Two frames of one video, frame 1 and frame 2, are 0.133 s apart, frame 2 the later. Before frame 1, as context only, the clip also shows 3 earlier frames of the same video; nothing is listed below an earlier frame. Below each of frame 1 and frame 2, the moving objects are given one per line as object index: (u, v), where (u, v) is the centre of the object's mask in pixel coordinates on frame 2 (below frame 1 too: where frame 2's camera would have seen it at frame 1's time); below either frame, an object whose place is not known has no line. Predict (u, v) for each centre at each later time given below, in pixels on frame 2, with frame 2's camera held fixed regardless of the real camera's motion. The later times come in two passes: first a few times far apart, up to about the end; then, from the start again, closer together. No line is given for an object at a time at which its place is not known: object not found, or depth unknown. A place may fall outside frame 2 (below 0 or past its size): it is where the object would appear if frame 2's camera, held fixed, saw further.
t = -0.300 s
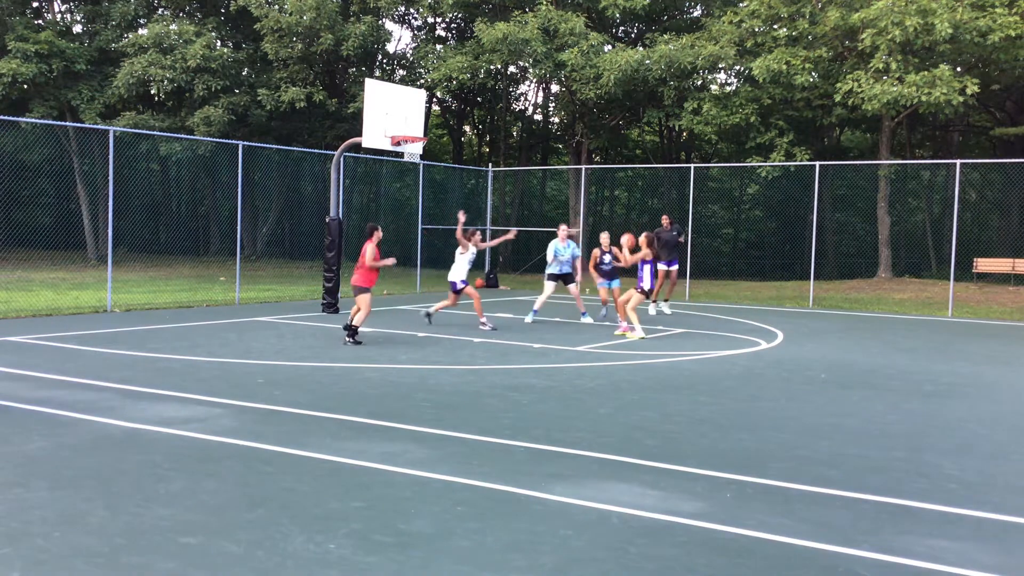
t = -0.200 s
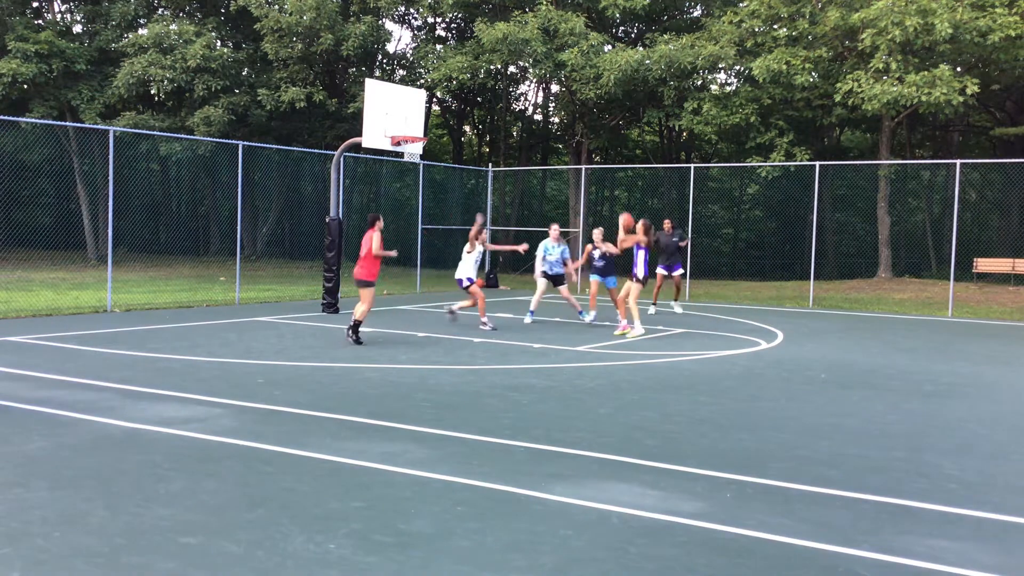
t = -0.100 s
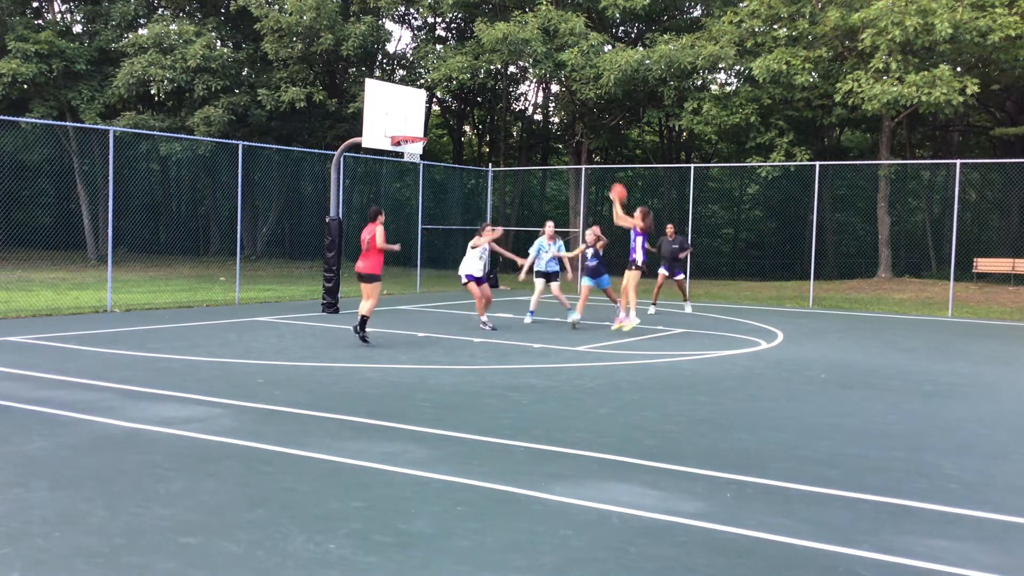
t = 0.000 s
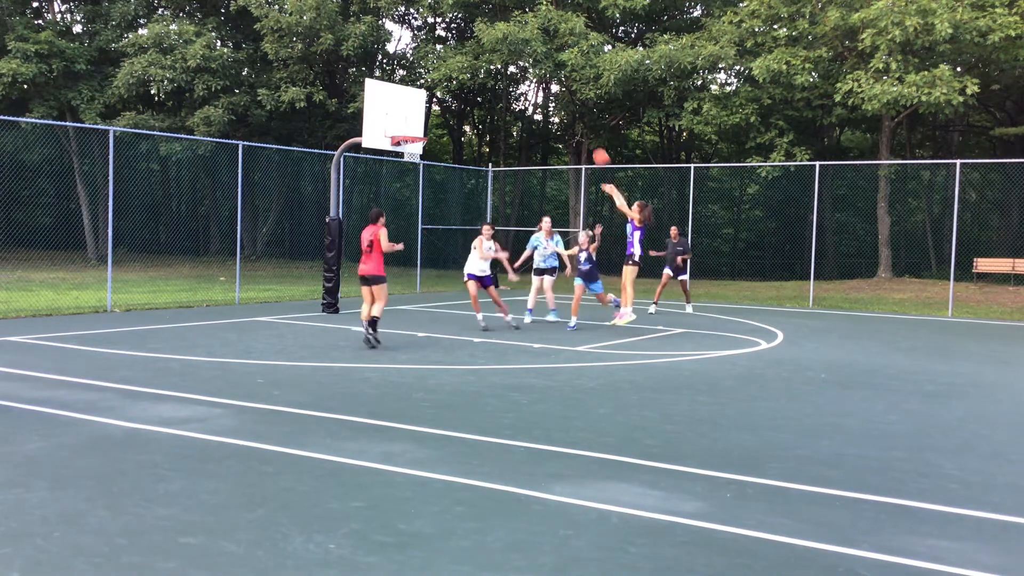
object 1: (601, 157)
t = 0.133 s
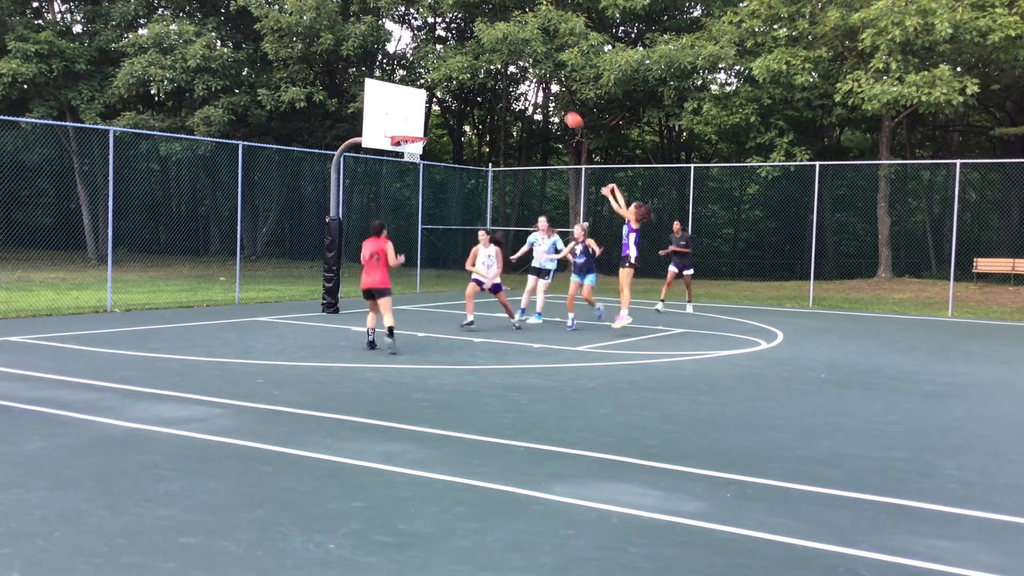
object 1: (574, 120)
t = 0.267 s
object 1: (548, 95)
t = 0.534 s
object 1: (494, 78)
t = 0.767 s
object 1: (449, 100)
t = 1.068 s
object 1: (410, 111)
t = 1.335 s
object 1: (412, 99)
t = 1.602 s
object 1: (430, 127)
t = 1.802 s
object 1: (442, 175)
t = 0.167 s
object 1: (567, 113)
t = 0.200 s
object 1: (561, 106)
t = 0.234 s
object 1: (554, 100)
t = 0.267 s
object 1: (548, 95)
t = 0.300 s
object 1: (541, 90)
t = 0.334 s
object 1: (534, 87)
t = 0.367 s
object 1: (526, 83)
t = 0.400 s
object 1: (520, 81)
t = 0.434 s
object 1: (512, 79)
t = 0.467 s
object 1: (507, 79)
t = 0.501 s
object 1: (500, 78)
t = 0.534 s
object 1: (494, 78)
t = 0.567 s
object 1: (487, 80)
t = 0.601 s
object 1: (481, 81)
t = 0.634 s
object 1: (474, 84)
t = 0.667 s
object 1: (468, 87)
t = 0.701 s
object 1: (461, 91)
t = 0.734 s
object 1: (455, 95)
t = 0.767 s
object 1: (449, 100)
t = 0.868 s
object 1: (430, 119)
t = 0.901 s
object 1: (425, 126)
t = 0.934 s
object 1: (420, 130)
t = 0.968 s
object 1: (417, 124)
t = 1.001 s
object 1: (415, 119)
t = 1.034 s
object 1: (412, 114)
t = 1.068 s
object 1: (410, 111)
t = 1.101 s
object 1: (407, 107)
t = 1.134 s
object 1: (405, 105)
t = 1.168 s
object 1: (402, 103)
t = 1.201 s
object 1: (402, 101)
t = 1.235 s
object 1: (405, 99)
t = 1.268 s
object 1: (407, 99)
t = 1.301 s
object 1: (409, 98)
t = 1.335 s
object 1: (412, 99)
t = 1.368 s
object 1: (414, 100)
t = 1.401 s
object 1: (416, 102)
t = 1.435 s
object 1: (419, 105)
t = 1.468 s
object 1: (421, 108)
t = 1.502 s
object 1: (424, 112)
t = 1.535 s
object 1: (426, 115)
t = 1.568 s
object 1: (428, 121)
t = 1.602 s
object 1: (430, 127)
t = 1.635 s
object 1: (432, 133)
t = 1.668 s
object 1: (434, 140)
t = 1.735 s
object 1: (439, 156)
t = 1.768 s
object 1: (440, 166)
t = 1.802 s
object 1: (442, 175)
